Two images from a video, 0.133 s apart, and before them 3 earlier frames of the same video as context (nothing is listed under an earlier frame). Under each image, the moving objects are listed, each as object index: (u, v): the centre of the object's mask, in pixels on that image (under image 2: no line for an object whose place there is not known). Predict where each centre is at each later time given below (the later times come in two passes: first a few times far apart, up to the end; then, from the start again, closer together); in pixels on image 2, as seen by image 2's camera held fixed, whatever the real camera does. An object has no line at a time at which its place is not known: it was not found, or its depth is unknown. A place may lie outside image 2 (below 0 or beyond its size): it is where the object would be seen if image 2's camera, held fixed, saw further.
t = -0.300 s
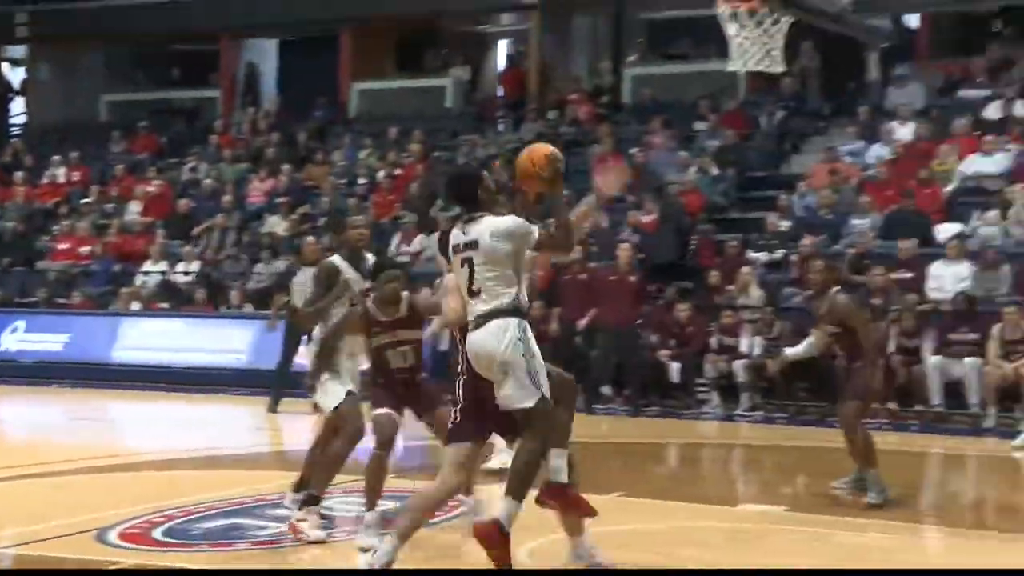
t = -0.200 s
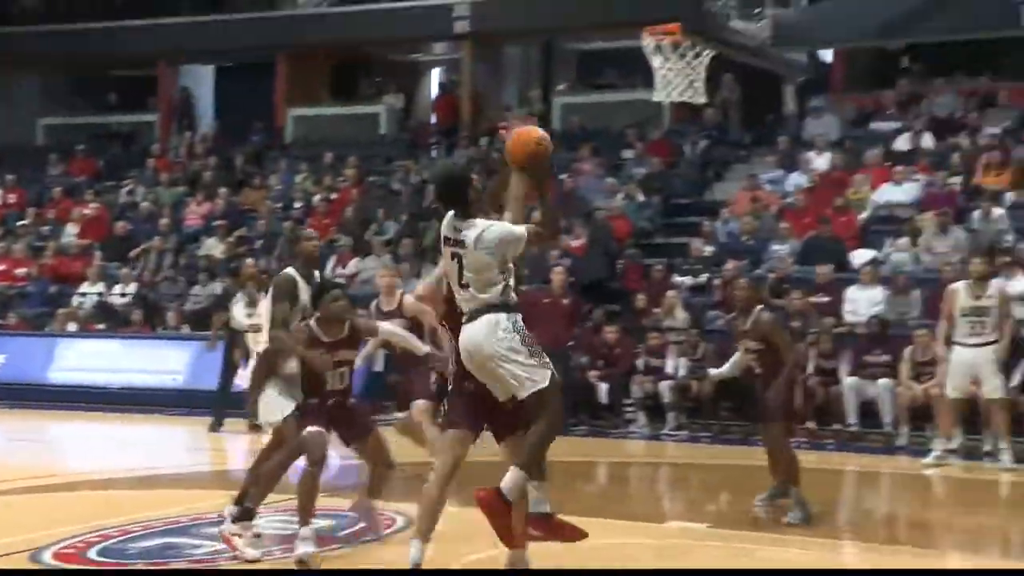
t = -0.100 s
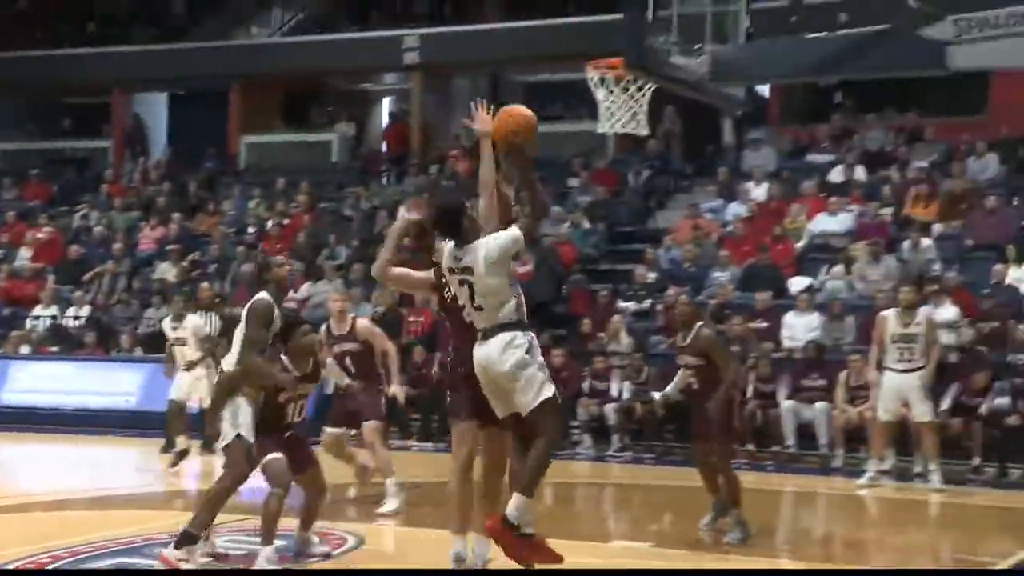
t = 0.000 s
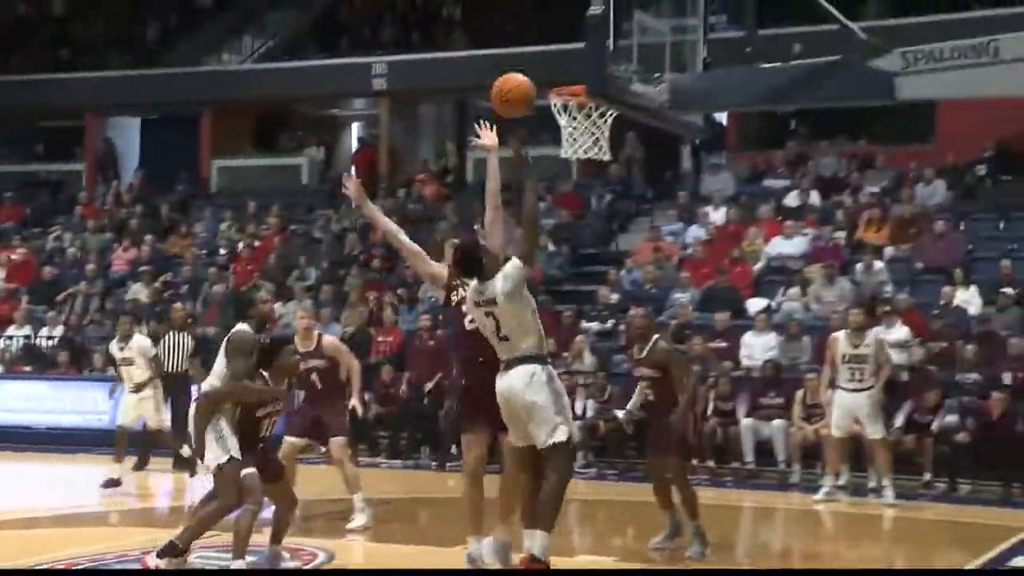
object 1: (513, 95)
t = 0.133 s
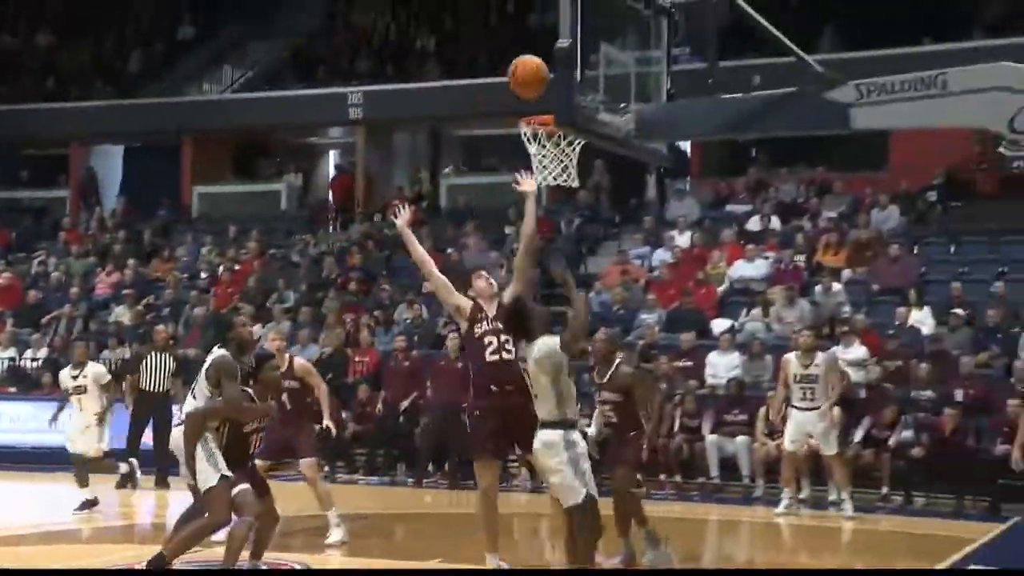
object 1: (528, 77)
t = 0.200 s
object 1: (542, 63)
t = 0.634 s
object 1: (559, 149)
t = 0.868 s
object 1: (516, 195)
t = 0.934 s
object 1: (503, 222)
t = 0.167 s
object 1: (537, 69)
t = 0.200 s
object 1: (542, 63)
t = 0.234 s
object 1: (547, 60)
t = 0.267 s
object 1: (552, 58)
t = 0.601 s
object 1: (568, 148)
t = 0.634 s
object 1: (559, 149)
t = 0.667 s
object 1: (556, 155)
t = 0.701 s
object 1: (549, 161)
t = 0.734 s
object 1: (542, 164)
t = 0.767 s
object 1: (536, 167)
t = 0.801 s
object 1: (528, 180)
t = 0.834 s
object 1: (522, 186)
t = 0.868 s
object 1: (516, 195)
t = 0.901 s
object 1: (509, 206)
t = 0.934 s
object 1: (503, 222)
